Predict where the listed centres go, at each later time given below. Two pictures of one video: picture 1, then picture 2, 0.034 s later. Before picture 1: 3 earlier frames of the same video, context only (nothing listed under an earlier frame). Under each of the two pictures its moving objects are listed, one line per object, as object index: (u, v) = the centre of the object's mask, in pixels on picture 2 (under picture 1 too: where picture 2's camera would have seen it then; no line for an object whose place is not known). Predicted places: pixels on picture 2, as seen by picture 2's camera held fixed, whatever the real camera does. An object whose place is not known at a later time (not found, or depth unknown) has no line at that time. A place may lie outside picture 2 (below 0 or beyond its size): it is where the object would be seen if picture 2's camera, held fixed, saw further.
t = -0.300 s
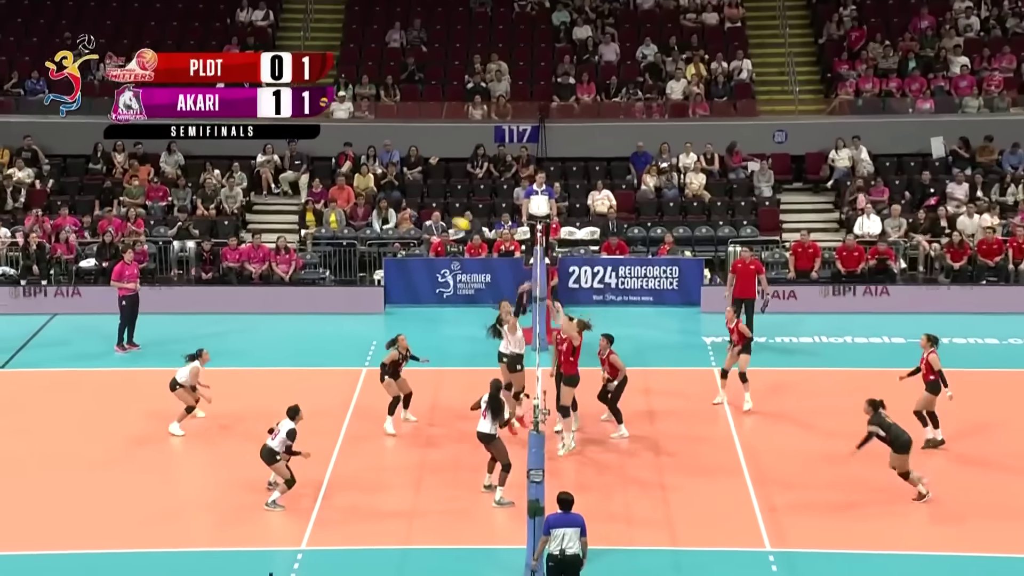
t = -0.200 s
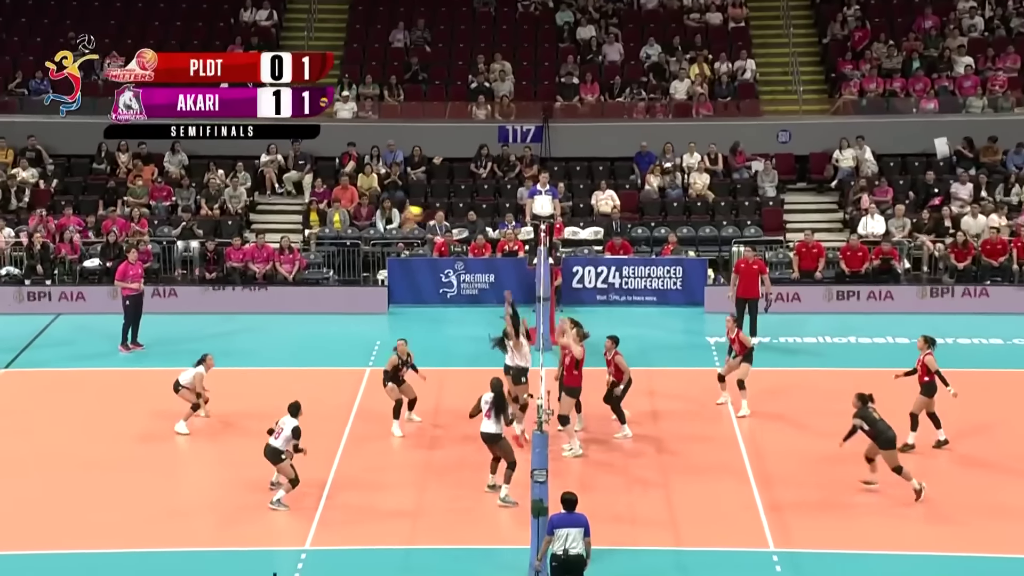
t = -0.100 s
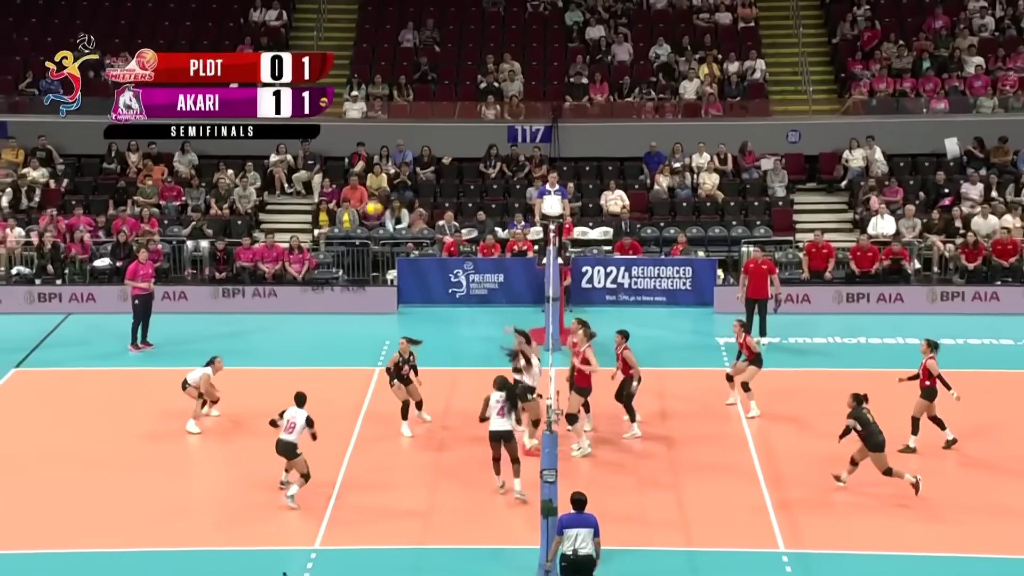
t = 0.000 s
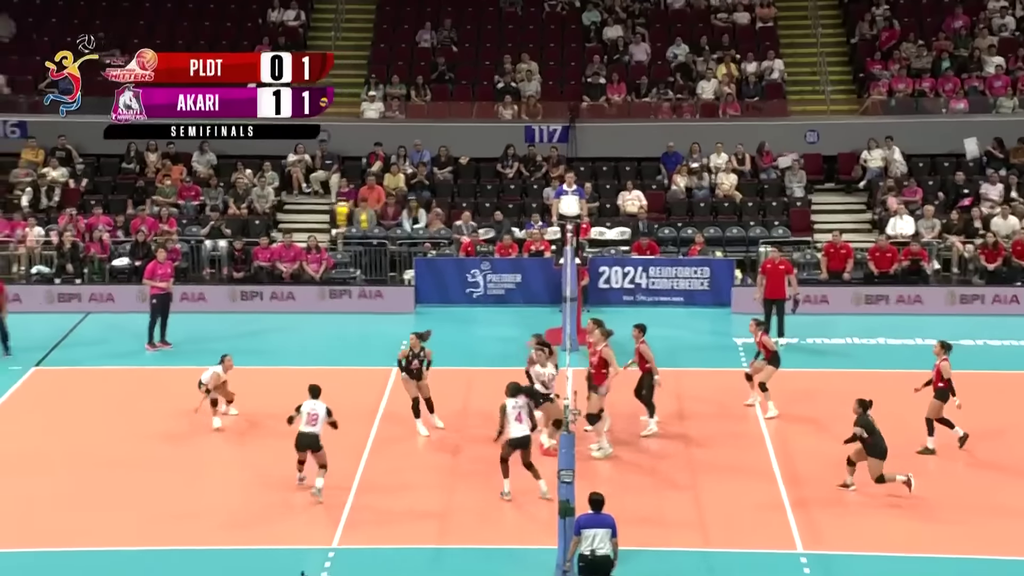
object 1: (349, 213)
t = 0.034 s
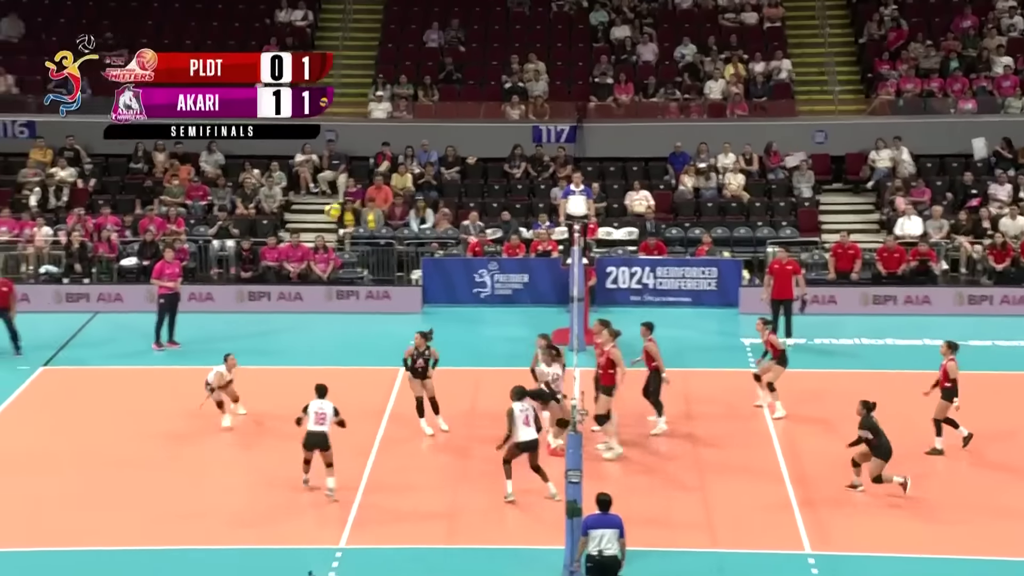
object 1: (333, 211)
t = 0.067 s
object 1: (317, 213)
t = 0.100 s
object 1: (301, 216)
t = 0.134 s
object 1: (284, 219)
